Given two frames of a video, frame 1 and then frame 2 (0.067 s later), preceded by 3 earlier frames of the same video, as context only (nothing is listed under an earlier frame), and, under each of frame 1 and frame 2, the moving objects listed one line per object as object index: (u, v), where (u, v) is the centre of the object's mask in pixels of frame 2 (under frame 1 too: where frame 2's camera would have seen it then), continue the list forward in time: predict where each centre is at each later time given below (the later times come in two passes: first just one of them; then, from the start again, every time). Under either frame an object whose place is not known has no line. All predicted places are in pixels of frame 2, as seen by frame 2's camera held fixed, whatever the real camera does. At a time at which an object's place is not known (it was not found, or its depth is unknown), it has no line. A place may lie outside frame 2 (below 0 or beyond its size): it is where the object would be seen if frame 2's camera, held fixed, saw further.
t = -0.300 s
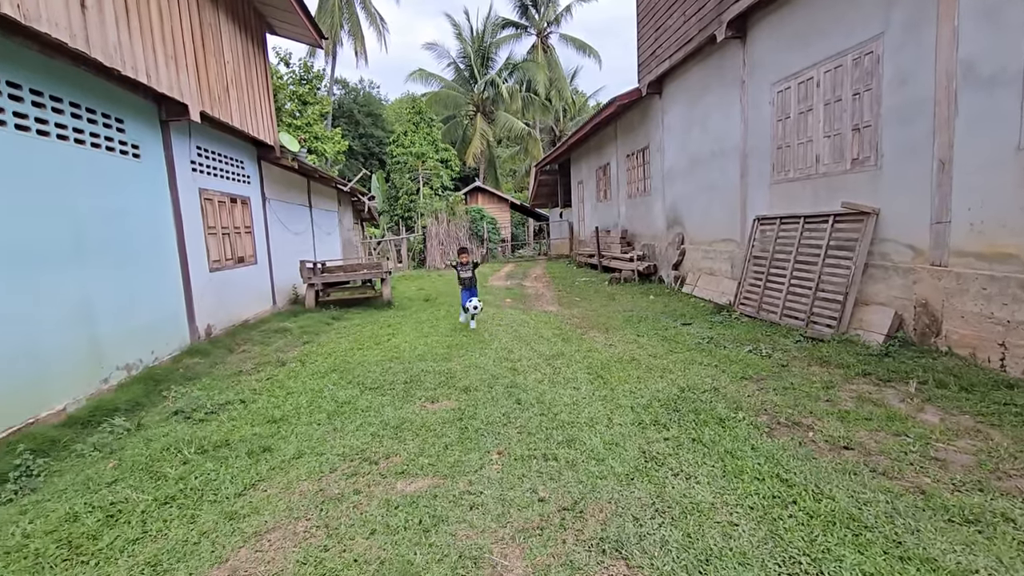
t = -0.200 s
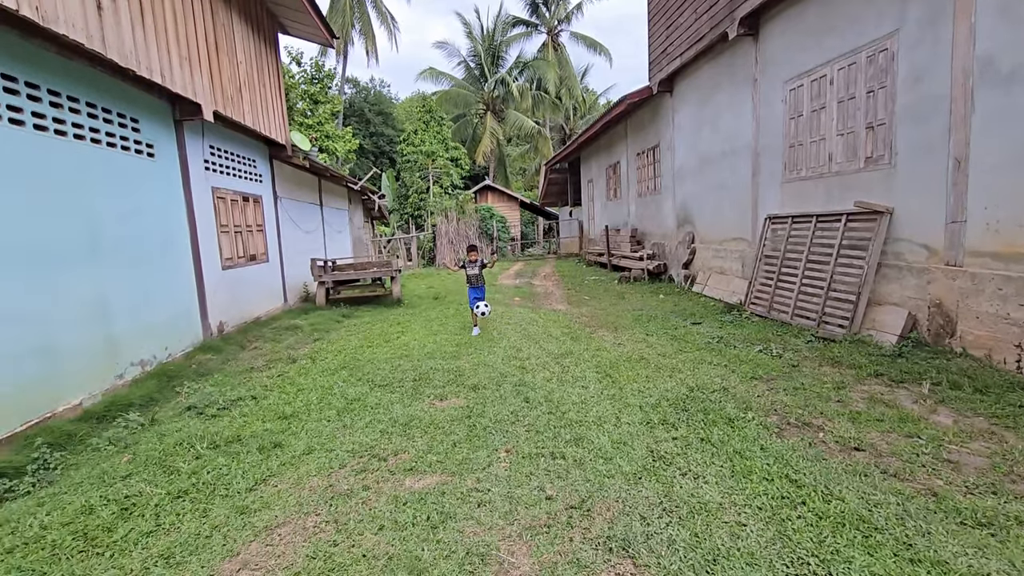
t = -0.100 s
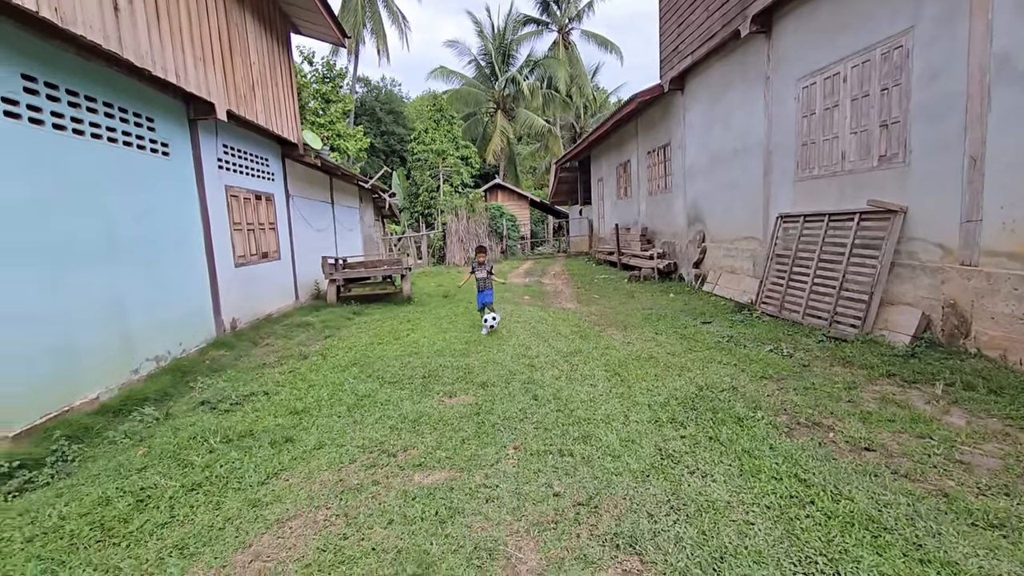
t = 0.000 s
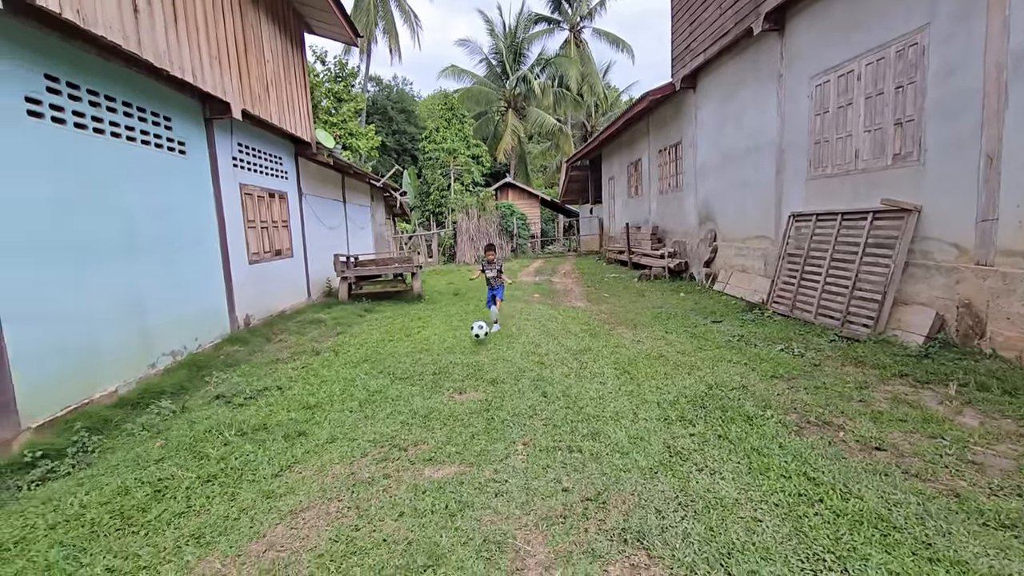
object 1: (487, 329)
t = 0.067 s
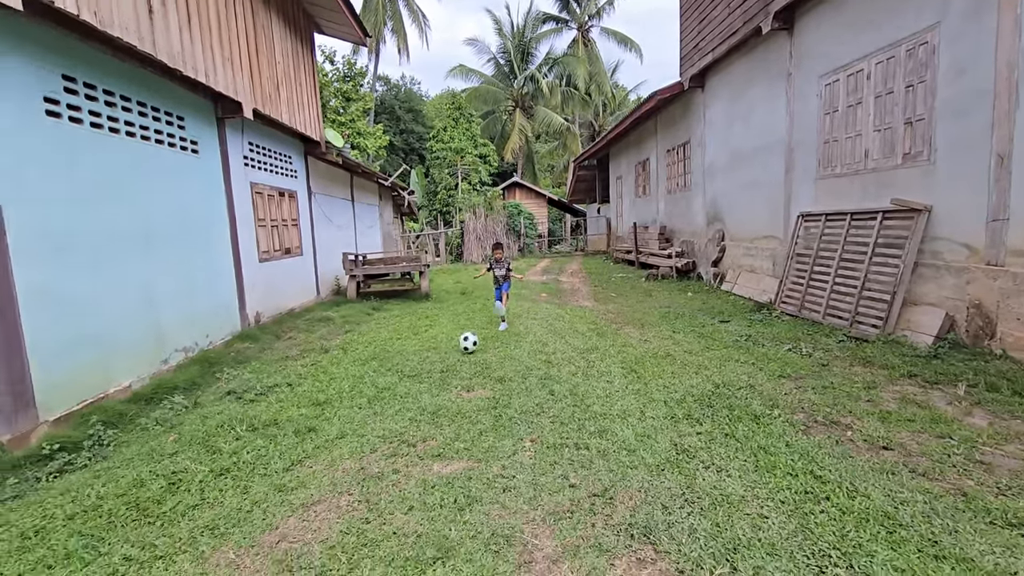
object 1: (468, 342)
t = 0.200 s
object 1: (433, 357)
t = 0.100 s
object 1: (458, 350)
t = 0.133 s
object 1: (450, 353)
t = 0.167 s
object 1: (442, 354)
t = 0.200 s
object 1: (433, 357)
